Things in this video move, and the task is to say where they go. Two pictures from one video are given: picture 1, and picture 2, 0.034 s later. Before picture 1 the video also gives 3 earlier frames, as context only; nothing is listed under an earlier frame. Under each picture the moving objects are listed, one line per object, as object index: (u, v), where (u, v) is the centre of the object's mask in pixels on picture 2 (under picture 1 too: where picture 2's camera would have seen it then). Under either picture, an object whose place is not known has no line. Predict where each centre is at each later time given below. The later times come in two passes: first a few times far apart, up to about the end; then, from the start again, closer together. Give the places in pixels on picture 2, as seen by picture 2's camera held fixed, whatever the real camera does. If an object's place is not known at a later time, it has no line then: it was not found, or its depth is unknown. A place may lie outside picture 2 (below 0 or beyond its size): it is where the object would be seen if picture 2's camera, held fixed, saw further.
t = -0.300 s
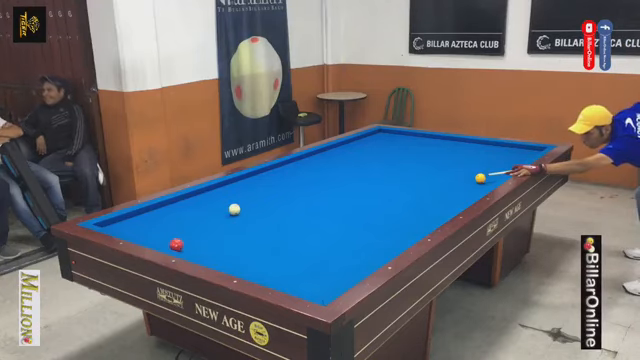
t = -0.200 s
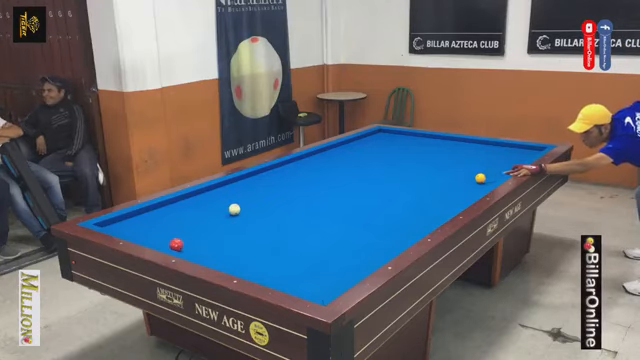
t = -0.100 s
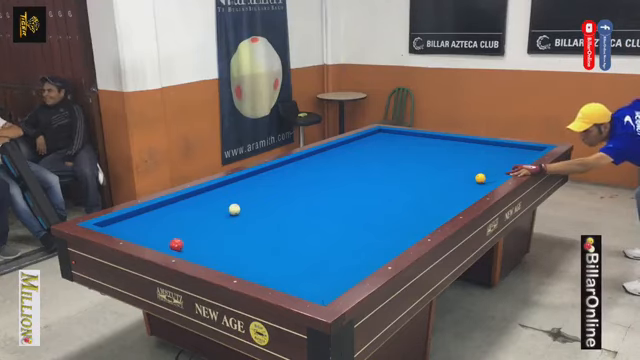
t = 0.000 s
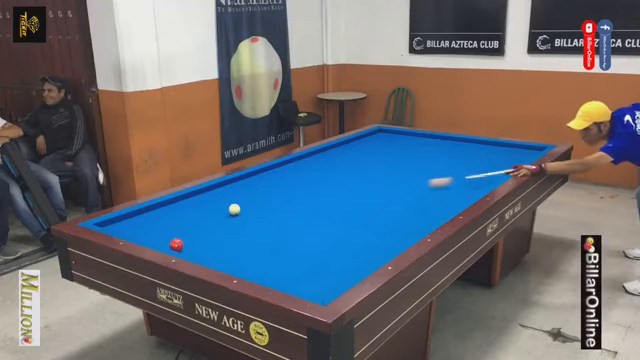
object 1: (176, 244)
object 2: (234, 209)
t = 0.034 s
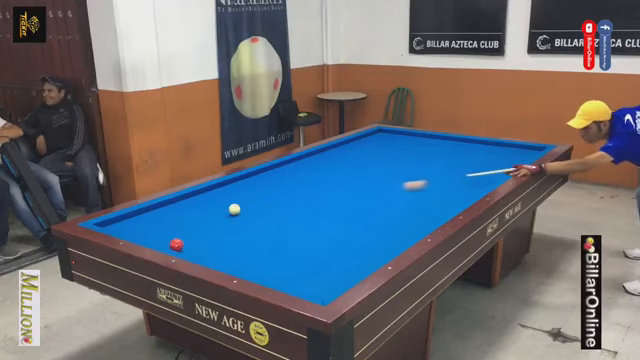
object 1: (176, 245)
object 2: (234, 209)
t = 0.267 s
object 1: (176, 245)
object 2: (228, 212)
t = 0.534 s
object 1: (201, 246)
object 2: (158, 237)
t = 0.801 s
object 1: (254, 239)
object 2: (166, 219)
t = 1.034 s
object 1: (296, 233)
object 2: (172, 207)
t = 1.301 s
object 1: (341, 226)
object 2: (190, 197)
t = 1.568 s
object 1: (383, 220)
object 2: (221, 192)
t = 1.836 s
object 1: (423, 215)
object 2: (251, 187)
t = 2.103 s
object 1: (446, 207)
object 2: (278, 183)
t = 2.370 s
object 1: (446, 197)
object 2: (304, 179)
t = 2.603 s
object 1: (446, 190)
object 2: (325, 176)
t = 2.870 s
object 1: (445, 181)
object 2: (348, 172)
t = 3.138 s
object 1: (445, 174)
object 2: (370, 168)
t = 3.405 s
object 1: (445, 167)
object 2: (391, 165)
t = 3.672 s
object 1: (445, 161)
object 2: (410, 162)
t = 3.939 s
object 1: (445, 156)
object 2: (429, 159)
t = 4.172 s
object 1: (446, 150)
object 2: (444, 156)
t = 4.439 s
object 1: (445, 146)
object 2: (461, 154)
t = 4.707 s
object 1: (445, 142)
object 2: (477, 151)
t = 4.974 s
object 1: (446, 139)
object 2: (492, 149)
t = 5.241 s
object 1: (438, 137)
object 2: (507, 146)
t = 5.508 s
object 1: (428, 138)
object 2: (518, 145)
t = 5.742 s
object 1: (418, 139)
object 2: (523, 148)
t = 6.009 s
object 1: (407, 140)
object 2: (528, 151)
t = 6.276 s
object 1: (397, 141)
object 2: (533, 153)
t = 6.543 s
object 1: (388, 141)
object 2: (527, 154)
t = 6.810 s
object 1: (378, 142)
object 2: (520, 156)
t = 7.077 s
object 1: (369, 143)
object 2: (514, 157)
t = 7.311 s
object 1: (361, 144)
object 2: (508, 157)
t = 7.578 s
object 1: (353, 144)
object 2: (502, 159)
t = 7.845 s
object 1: (345, 145)
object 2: (497, 159)
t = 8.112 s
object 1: (337, 146)
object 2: (492, 160)
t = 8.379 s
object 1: (333, 146)
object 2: (487, 161)
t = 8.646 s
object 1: (333, 147)
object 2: (483, 162)
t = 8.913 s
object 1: (333, 149)
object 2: (478, 162)
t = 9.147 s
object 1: (333, 149)
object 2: (475, 163)
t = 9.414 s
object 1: (333, 150)
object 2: (471, 163)
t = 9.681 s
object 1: (333, 151)
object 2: (468, 164)
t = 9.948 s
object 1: (333, 151)
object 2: (466, 164)
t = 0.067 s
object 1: (176, 245)
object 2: (234, 209)
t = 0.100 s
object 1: (176, 245)
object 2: (234, 209)
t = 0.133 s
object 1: (176, 245)
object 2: (234, 209)
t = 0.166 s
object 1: (176, 245)
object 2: (234, 209)
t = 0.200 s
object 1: (176, 245)
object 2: (234, 209)
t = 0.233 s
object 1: (176, 245)
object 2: (234, 209)
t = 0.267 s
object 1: (176, 245)
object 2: (228, 212)
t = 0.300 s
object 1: (176, 245)
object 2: (217, 217)
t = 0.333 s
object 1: (176, 245)
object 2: (206, 224)
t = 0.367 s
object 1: (176, 245)
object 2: (194, 230)
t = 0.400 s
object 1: (176, 245)
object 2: (182, 235)
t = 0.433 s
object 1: (176, 247)
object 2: (169, 239)
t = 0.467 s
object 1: (183, 247)
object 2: (159, 240)
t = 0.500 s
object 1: (192, 247)
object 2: (156, 239)
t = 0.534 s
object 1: (201, 246)
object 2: (158, 237)
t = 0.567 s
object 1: (209, 245)
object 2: (159, 234)
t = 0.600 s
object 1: (216, 244)
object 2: (160, 232)
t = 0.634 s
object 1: (223, 243)
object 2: (161, 230)
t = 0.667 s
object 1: (229, 242)
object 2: (162, 227)
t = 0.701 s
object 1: (236, 241)
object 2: (163, 225)
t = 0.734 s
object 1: (242, 240)
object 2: (164, 223)
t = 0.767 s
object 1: (249, 239)
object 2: (165, 221)
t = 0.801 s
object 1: (254, 239)
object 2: (166, 219)
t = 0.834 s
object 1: (261, 238)
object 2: (167, 217)
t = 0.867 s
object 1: (266, 237)
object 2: (168, 216)
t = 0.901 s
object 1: (273, 236)
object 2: (168, 214)
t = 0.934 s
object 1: (278, 235)
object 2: (169, 212)
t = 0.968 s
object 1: (284, 234)
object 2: (170, 210)
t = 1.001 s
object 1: (290, 233)
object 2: (171, 208)
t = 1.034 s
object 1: (296, 233)
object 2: (172, 207)
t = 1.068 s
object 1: (302, 232)
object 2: (172, 205)
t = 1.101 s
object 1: (307, 231)
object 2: (173, 204)
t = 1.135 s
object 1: (313, 230)
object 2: (174, 202)
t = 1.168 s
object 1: (318, 230)
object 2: (174, 200)
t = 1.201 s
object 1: (324, 229)
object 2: (177, 199)
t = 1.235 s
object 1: (330, 228)
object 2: (181, 198)
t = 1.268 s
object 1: (335, 227)
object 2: (186, 198)
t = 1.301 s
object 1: (341, 226)
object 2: (190, 197)
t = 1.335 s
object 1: (346, 225)
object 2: (194, 196)
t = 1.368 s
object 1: (352, 225)
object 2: (198, 196)
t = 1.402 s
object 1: (357, 224)
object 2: (202, 195)
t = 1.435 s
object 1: (362, 223)
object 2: (206, 194)
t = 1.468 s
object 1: (367, 223)
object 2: (210, 194)
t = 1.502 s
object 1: (372, 222)
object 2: (214, 193)
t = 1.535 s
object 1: (378, 221)
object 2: (217, 193)
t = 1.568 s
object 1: (383, 220)
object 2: (221, 192)
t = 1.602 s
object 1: (388, 220)
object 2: (225, 191)
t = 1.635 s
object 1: (393, 219)
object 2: (229, 191)
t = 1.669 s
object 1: (398, 219)
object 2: (232, 190)
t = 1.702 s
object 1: (403, 218)
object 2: (236, 190)
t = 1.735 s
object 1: (408, 217)
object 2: (240, 189)
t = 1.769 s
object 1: (413, 216)
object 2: (243, 189)
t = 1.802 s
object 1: (418, 215)
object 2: (247, 188)
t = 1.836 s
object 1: (423, 215)
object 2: (251, 187)
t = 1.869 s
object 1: (428, 214)
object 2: (254, 187)
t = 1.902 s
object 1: (432, 214)
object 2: (258, 186)
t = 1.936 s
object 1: (437, 213)
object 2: (261, 186)
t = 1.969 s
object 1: (441, 212)
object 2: (265, 185)
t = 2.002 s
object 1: (445, 210)
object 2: (268, 185)
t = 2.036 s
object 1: (445, 209)
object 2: (271, 184)
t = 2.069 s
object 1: (445, 208)
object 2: (275, 184)
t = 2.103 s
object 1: (446, 207)
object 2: (278, 183)
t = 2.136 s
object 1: (445, 206)
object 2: (281, 182)
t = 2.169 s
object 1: (446, 205)
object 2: (285, 182)
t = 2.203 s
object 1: (446, 204)
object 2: (288, 182)
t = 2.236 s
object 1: (446, 202)
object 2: (291, 181)
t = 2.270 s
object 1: (446, 201)
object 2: (294, 180)
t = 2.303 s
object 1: (446, 200)
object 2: (298, 180)
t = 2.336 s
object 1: (446, 199)
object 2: (301, 179)
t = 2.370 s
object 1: (446, 197)
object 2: (304, 179)
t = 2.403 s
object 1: (446, 196)
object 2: (307, 179)
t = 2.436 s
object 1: (446, 195)
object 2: (310, 178)
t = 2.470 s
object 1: (446, 194)
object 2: (313, 178)
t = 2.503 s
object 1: (445, 193)
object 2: (316, 177)
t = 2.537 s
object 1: (446, 192)
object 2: (319, 176)
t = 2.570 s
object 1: (445, 191)
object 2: (322, 176)
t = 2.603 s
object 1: (446, 190)
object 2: (325, 176)
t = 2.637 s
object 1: (446, 188)
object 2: (328, 175)
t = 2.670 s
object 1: (446, 188)
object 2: (331, 175)
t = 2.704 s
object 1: (445, 186)
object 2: (334, 174)
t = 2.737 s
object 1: (445, 185)
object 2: (337, 174)
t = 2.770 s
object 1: (445, 184)
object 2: (340, 173)
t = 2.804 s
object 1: (445, 183)
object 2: (343, 173)
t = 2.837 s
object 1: (445, 182)
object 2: (345, 172)
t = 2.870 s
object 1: (445, 181)
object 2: (348, 172)
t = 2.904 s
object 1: (445, 180)
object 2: (351, 171)
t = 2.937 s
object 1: (445, 179)
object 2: (354, 171)
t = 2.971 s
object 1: (445, 178)
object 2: (357, 171)
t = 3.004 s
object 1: (445, 177)
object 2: (359, 170)
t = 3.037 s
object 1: (446, 177)
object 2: (362, 170)
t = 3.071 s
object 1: (445, 176)
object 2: (365, 169)
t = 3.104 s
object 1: (445, 175)
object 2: (368, 169)
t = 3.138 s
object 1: (445, 174)
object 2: (370, 168)
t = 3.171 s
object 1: (445, 173)
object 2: (373, 168)
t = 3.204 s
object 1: (445, 172)
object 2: (375, 168)
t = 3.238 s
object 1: (445, 171)
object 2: (378, 167)
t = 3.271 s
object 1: (445, 170)
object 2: (381, 167)
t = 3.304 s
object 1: (445, 169)
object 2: (383, 166)
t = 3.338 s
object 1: (446, 169)
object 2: (386, 166)
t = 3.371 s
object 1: (445, 168)
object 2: (388, 165)
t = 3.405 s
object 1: (445, 167)
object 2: (391, 165)
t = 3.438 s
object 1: (445, 166)
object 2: (393, 165)
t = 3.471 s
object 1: (445, 165)
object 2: (396, 164)
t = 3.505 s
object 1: (445, 165)
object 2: (398, 164)
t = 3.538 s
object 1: (445, 164)
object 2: (401, 163)
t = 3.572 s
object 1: (445, 164)
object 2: (403, 163)
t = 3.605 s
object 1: (445, 162)
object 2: (406, 163)
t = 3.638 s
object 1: (445, 162)
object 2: (408, 162)
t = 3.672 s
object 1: (445, 161)
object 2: (410, 162)
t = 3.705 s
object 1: (445, 160)
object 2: (413, 162)
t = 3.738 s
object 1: (445, 160)
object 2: (415, 161)
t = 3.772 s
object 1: (445, 159)
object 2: (417, 161)
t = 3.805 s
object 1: (445, 158)
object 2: (420, 160)
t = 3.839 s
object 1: (445, 157)
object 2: (422, 160)
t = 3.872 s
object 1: (445, 157)
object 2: (424, 160)
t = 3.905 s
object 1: (445, 157)
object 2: (427, 159)
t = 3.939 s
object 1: (445, 156)
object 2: (429, 159)
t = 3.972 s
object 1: (445, 155)
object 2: (431, 159)
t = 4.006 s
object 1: (445, 154)
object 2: (433, 158)
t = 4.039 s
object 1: (446, 154)
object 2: (435, 158)
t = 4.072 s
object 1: (445, 153)
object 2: (437, 158)
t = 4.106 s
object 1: (446, 152)
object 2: (440, 157)
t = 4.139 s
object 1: (446, 152)
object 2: (442, 157)
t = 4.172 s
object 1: (446, 150)
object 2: (444, 156)
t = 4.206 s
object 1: (445, 149)
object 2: (446, 156)
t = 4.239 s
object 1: (445, 149)
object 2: (448, 156)
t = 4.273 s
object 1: (446, 149)
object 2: (451, 155)
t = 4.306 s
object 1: (445, 149)
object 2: (453, 155)
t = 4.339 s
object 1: (446, 148)
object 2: (455, 155)
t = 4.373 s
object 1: (446, 148)
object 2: (457, 154)
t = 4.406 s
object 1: (446, 148)
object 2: (459, 154)
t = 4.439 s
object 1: (445, 146)
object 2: (461, 154)
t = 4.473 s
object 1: (446, 147)
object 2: (463, 154)
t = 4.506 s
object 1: (446, 146)
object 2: (465, 153)
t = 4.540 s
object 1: (445, 146)
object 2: (467, 153)
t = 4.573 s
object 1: (446, 145)
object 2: (469, 152)
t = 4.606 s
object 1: (445, 144)
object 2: (471, 152)
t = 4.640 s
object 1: (446, 144)
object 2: (473, 152)
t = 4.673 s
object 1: (446, 143)
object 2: (475, 151)
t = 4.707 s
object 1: (445, 142)
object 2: (477, 151)
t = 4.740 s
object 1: (446, 142)
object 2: (479, 151)
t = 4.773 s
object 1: (446, 141)
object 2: (481, 151)
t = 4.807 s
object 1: (446, 141)
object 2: (483, 150)
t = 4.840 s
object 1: (446, 141)
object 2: (484, 150)
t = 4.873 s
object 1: (445, 140)
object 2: (486, 150)
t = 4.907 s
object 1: (446, 139)
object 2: (488, 150)
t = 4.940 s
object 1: (446, 139)
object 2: (490, 149)
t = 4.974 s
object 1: (446, 139)
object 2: (492, 149)
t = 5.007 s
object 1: (446, 138)
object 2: (494, 149)
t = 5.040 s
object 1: (446, 138)
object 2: (496, 149)
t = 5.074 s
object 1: (445, 138)
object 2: (498, 148)
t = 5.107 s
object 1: (444, 137)
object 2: (499, 148)
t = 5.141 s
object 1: (442, 137)
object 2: (501, 148)
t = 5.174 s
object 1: (441, 137)
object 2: (503, 147)
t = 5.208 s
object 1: (440, 137)
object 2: (505, 147)
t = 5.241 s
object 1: (438, 137)
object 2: (507, 146)
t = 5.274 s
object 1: (437, 137)
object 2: (508, 146)
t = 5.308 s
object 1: (435, 138)
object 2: (510, 146)
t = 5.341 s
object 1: (434, 138)
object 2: (512, 146)
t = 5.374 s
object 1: (433, 138)
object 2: (513, 145)
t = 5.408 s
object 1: (432, 138)
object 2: (515, 145)
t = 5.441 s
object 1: (430, 138)
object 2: (517, 145)
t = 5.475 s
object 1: (428, 139)
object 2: (517, 145)
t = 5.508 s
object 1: (428, 138)
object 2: (518, 145)
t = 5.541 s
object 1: (426, 139)
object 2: (519, 146)
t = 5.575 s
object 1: (425, 139)
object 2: (519, 146)
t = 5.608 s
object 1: (423, 139)
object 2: (520, 146)
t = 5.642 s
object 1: (422, 138)
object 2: (521, 147)
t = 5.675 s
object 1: (420, 139)
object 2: (522, 147)
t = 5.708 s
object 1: (419, 139)
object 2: (522, 148)
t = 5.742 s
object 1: (418, 139)
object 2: (523, 148)
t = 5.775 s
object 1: (417, 139)
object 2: (523, 148)
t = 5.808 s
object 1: (415, 139)
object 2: (524, 149)
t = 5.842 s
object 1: (414, 139)
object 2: (524, 149)
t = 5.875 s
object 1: (413, 139)
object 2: (525, 149)
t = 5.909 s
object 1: (411, 140)
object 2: (526, 150)
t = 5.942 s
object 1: (410, 140)
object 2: (527, 150)
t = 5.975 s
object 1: (409, 140)
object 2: (528, 150)
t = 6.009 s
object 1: (407, 140)
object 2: (528, 151)
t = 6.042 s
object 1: (406, 140)
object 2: (529, 151)
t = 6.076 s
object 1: (405, 140)
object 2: (529, 151)
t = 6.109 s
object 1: (404, 140)
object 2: (530, 152)
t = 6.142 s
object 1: (402, 140)
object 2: (530, 152)
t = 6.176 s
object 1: (401, 140)
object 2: (531, 152)
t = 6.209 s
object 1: (400, 141)
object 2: (532, 153)
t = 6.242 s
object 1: (398, 141)
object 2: (532, 153)
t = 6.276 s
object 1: (397, 141)
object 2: (533, 153)
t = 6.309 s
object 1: (396, 141)
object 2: (533, 153)
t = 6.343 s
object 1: (395, 141)
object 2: (532, 153)
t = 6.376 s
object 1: (394, 141)
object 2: (531, 154)
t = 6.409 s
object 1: (392, 141)
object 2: (530, 154)
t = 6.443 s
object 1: (391, 142)
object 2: (529, 154)
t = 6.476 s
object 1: (390, 142)
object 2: (529, 154)
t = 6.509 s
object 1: (389, 142)
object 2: (528, 154)
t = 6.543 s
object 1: (388, 141)
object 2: (527, 154)
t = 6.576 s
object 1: (387, 142)
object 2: (526, 155)
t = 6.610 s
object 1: (385, 142)
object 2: (525, 155)
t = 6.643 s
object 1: (384, 142)
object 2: (524, 155)
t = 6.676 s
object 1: (383, 142)
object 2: (524, 155)
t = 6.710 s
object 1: (382, 142)
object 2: (523, 155)
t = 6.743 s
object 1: (380, 142)
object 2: (522, 155)
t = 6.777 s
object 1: (379, 143)
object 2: (521, 156)
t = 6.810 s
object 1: (378, 142)
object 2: (520, 156)
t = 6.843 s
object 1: (376, 143)
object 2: (519, 156)
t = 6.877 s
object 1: (375, 143)
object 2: (519, 156)
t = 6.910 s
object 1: (374, 143)
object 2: (518, 156)
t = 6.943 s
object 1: (374, 143)
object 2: (517, 156)
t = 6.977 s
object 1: (372, 143)
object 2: (516, 156)
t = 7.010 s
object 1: (371, 143)
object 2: (516, 156)
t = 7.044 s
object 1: (371, 143)
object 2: (515, 156)
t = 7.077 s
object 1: (369, 143)
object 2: (514, 157)
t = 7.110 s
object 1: (369, 143)
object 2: (513, 157)
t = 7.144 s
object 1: (367, 143)
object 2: (512, 157)
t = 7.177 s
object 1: (366, 143)
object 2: (512, 157)
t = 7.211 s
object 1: (364, 144)
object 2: (511, 157)
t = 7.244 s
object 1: (363, 144)
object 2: (510, 157)
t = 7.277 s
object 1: (362, 143)
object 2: (509, 157)
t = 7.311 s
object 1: (361, 144)
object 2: (508, 157)
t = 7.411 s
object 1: (358, 144)
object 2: (506, 158)
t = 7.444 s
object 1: (357, 144)
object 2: (505, 158)
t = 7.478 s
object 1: (356, 144)
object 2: (505, 158)
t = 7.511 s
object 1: (355, 144)
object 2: (504, 159)
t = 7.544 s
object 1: (354, 144)
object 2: (503, 158)
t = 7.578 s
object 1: (353, 144)
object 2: (502, 159)
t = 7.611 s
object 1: (351, 145)
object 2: (502, 159)
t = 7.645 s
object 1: (351, 144)
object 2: (501, 159)
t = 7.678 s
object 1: (350, 144)
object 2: (500, 159)
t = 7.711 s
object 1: (348, 145)
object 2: (500, 159)
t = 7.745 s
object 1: (347, 145)
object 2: (499, 159)
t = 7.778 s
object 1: (347, 145)
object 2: (498, 159)
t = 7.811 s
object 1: (345, 145)
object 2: (498, 159)
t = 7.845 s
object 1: (345, 145)
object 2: (497, 159)
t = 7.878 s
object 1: (344, 145)
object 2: (496, 159)
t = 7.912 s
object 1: (343, 145)
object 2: (496, 160)
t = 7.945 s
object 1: (342, 145)
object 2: (495, 160)
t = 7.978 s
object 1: (341, 146)
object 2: (495, 160)
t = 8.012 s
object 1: (340, 145)
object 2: (494, 160)
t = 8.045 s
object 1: (339, 145)
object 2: (493, 160)
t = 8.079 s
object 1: (338, 146)
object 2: (493, 160)
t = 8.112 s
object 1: (337, 146)
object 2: (492, 160)
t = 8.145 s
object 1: (336, 146)
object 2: (491, 160)
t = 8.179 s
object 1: (335, 146)
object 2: (491, 161)
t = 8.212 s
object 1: (334, 146)
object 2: (490, 160)
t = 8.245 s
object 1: (333, 146)
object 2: (490, 161)
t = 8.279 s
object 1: (333, 146)
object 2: (489, 161)
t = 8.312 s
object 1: (333, 146)
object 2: (488, 161)
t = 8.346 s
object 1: (333, 146)
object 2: (488, 161)
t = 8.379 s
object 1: (333, 146)
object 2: (487, 161)
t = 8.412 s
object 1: (333, 146)
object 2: (487, 161)
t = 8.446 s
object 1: (333, 146)
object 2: (486, 161)
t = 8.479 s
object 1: (333, 147)
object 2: (485, 161)
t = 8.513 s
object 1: (333, 147)
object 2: (485, 161)
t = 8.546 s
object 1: (333, 147)
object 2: (485, 162)
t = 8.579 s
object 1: (333, 147)
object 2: (484, 162)
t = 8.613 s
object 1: (333, 147)
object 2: (483, 162)
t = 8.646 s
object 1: (333, 147)
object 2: (483, 162)
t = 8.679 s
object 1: (333, 147)
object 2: (482, 162)
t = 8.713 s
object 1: (333, 147)
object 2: (482, 162)
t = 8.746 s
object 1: (333, 148)
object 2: (481, 162)
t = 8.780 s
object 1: (333, 148)
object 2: (480, 162)
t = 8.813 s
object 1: (333, 148)
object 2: (480, 162)
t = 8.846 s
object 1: (333, 148)
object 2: (479, 162)
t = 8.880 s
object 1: (333, 148)
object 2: (479, 162)
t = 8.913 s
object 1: (333, 149)
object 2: (478, 162)
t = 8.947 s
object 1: (333, 149)
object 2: (478, 162)
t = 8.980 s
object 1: (333, 149)
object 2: (477, 162)
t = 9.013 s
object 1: (333, 149)
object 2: (477, 163)
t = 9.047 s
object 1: (333, 149)
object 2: (477, 163)
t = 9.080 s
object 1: (333, 149)
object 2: (476, 163)
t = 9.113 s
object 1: (333, 149)
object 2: (475, 163)
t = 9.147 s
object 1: (333, 149)
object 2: (475, 163)
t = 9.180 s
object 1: (333, 149)
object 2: (474, 163)
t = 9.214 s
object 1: (333, 149)
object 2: (474, 163)
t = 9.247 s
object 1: (333, 149)
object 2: (474, 163)
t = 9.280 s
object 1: (333, 150)
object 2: (473, 163)
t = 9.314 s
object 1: (333, 150)
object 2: (473, 163)
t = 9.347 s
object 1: (333, 149)
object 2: (472, 163)
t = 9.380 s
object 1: (333, 149)
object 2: (472, 163)
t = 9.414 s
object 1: (333, 150)
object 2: (471, 163)
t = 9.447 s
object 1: (333, 150)
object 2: (471, 163)
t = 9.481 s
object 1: (333, 150)
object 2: (471, 163)
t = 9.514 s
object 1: (333, 150)
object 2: (470, 163)
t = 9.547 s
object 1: (333, 151)
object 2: (470, 164)
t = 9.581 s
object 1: (333, 151)
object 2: (470, 164)
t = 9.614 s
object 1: (333, 151)
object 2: (469, 164)
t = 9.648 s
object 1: (333, 151)
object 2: (469, 164)
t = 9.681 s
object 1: (333, 151)
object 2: (468, 164)
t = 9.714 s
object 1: (333, 151)
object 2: (468, 164)
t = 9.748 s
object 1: (333, 151)
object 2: (468, 164)
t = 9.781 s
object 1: (333, 151)
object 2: (467, 164)
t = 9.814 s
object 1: (333, 151)
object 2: (467, 164)
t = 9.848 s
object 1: (333, 151)
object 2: (467, 164)
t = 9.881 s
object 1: (333, 151)
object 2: (466, 164)
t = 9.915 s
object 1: (333, 151)
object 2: (466, 164)
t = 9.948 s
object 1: (333, 151)
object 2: (466, 164)
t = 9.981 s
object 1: (333, 151)
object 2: (465, 164)
